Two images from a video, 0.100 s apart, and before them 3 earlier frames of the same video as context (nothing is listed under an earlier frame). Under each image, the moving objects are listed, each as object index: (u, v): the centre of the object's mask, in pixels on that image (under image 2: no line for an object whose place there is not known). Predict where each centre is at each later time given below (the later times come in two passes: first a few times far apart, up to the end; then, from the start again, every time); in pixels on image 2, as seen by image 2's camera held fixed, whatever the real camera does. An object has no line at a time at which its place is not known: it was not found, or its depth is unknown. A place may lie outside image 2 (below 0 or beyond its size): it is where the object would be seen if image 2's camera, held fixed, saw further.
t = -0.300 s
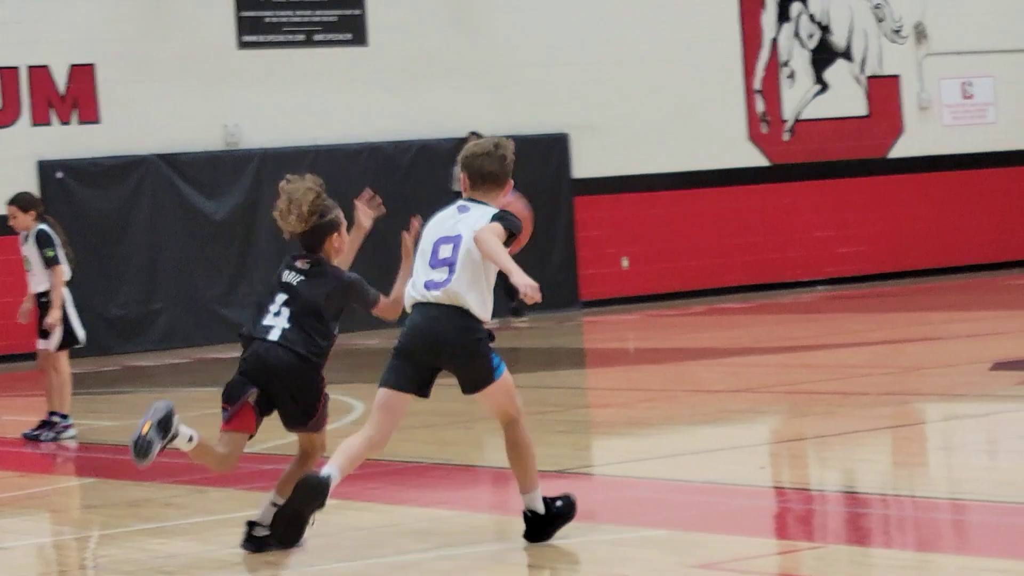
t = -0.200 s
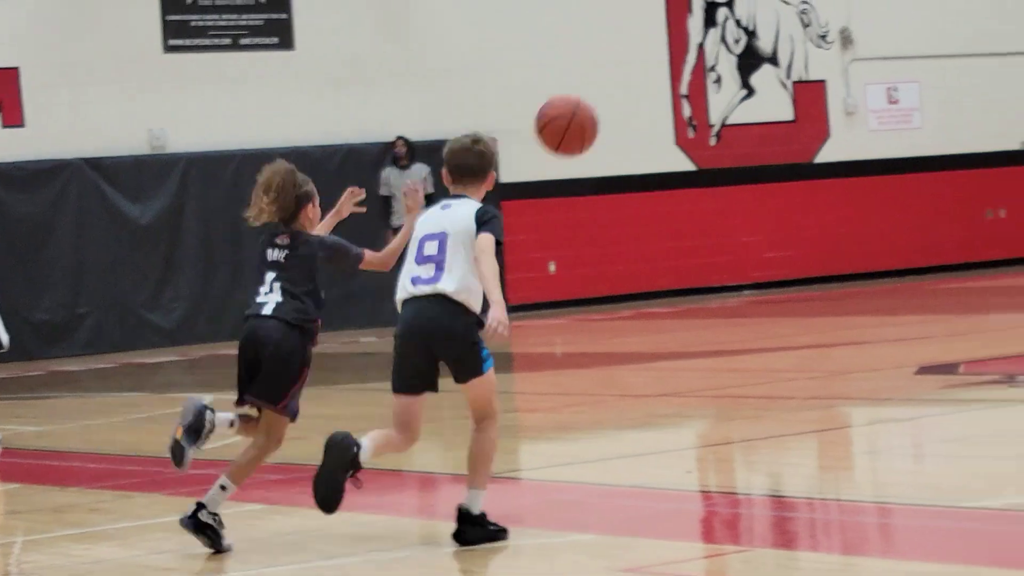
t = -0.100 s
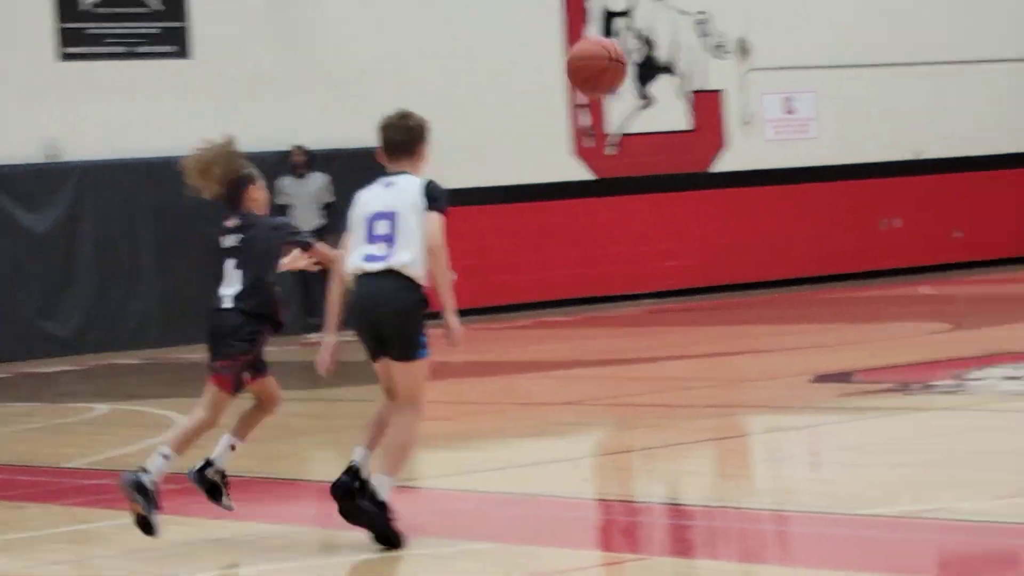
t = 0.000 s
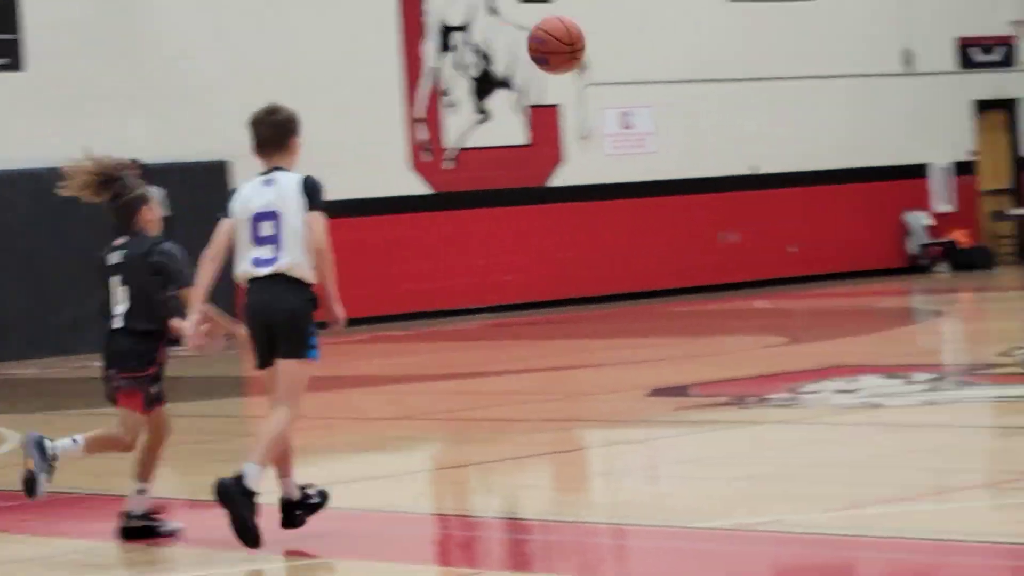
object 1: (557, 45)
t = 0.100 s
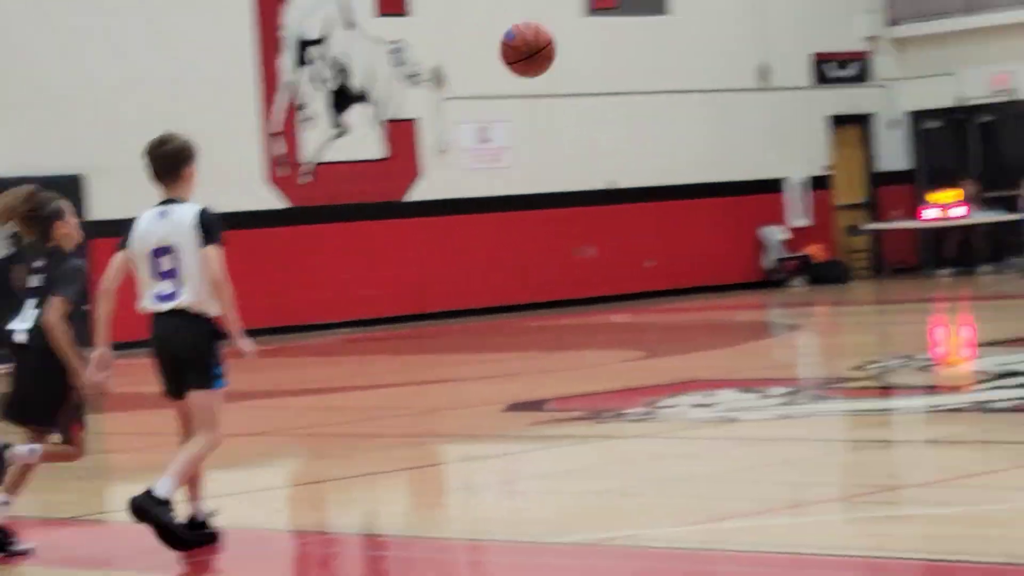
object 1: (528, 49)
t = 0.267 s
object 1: (698, 88)
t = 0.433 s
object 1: (853, 176)
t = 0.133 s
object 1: (563, 53)
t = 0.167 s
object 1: (598, 58)
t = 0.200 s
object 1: (632, 66)
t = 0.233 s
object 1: (666, 76)
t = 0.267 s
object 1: (698, 88)
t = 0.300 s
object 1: (730, 102)
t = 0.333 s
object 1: (762, 116)
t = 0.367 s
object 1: (793, 135)
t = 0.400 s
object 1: (823, 154)
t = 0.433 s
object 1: (853, 176)
